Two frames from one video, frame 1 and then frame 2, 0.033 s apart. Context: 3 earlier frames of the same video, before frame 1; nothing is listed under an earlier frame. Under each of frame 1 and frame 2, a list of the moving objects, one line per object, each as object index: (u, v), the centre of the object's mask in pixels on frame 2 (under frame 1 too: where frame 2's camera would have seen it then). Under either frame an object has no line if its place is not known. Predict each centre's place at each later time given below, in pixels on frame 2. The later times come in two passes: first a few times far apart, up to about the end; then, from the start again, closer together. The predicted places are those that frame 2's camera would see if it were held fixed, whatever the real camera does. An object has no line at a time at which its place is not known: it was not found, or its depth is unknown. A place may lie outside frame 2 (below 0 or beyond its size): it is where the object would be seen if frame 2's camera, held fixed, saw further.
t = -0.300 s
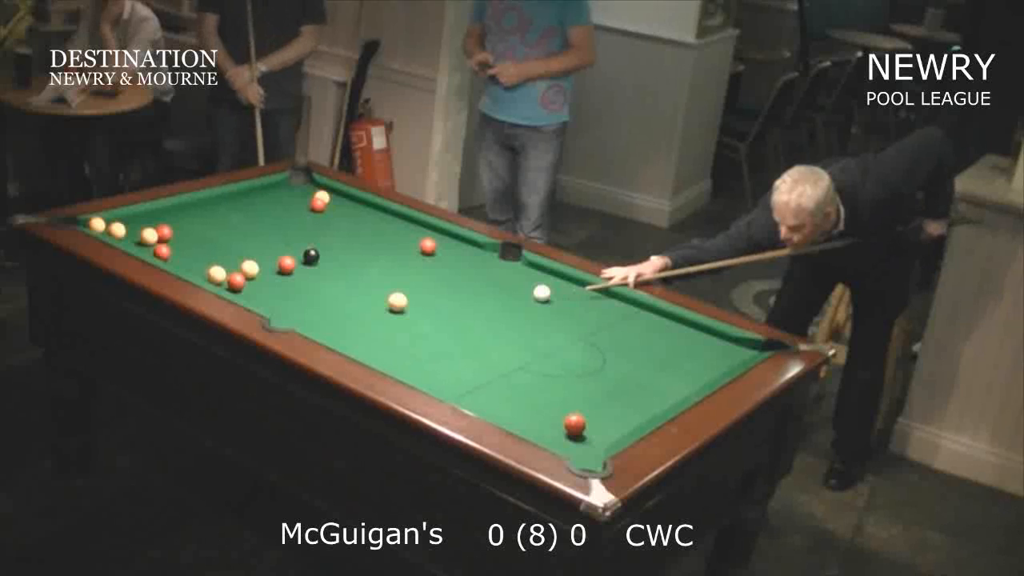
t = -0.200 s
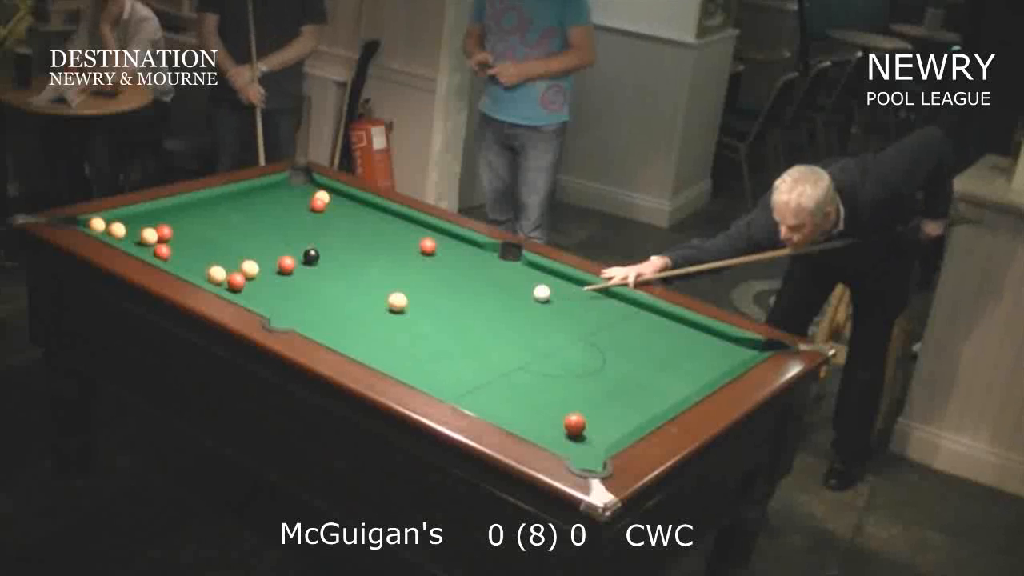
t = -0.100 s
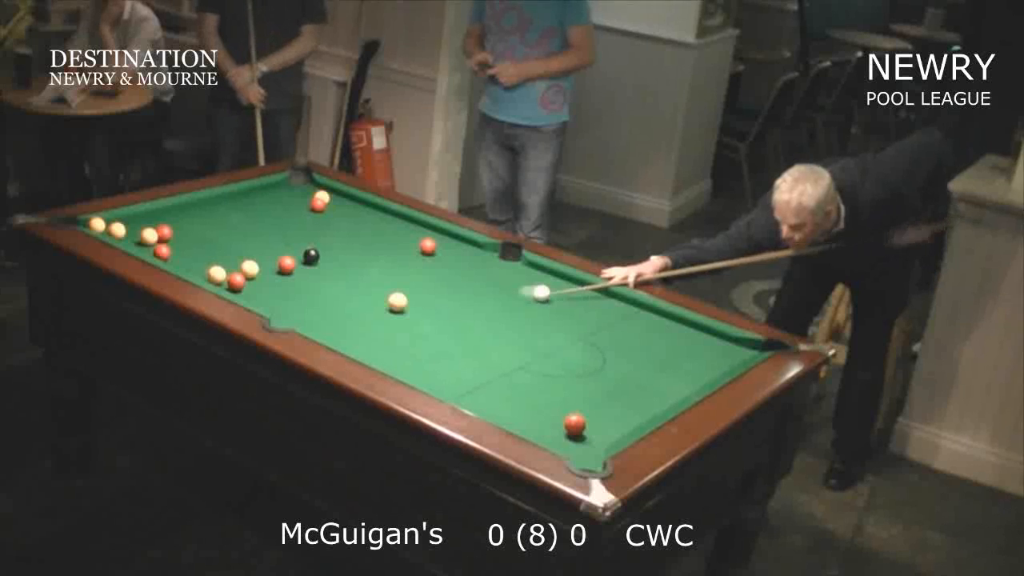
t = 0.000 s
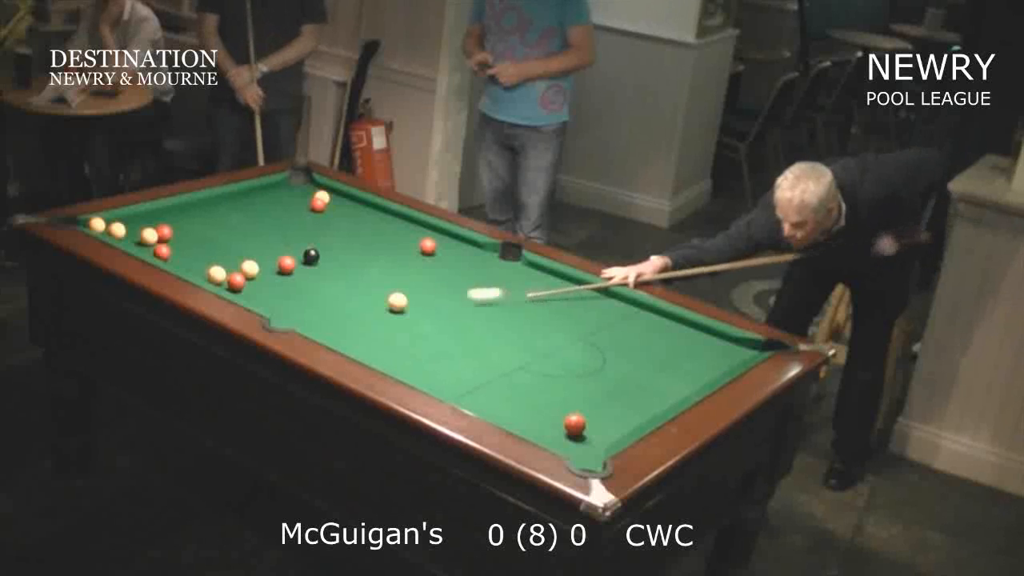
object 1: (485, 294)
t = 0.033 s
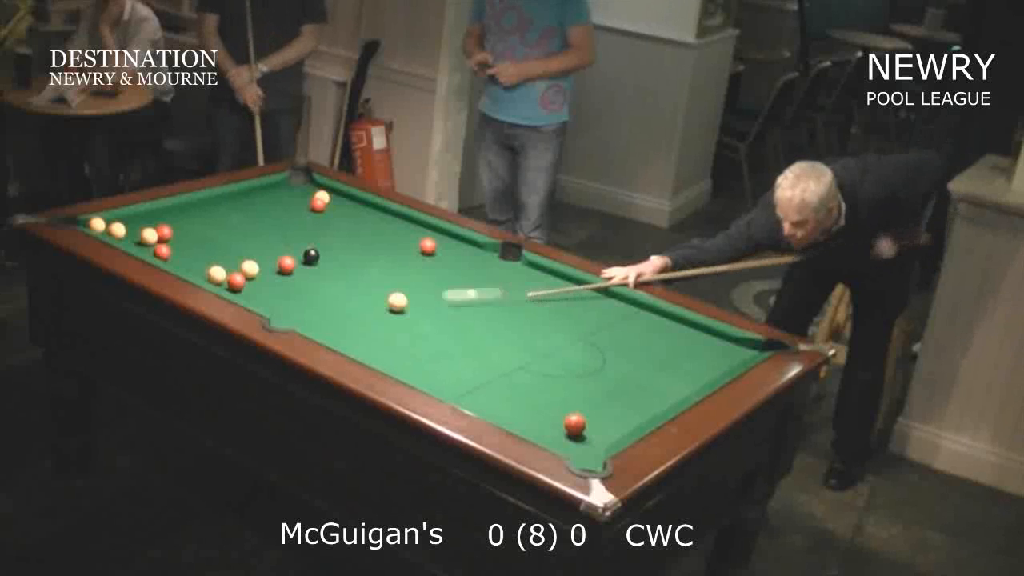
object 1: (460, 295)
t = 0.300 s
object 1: (397, 288)
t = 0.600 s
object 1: (378, 273)
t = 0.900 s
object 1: (361, 259)
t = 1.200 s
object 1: (346, 247)
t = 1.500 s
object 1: (334, 237)
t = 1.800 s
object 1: (324, 227)
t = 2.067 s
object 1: (316, 221)
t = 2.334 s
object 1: (308, 214)
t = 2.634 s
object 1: (301, 208)
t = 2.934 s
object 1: (296, 203)
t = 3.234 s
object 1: (291, 200)
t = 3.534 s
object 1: (288, 197)
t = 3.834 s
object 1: (285, 195)
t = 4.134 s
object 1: (283, 194)
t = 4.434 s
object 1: (282, 194)
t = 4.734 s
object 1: (282, 194)
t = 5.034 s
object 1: (282, 194)
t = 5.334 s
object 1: (282, 194)
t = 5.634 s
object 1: (282, 193)
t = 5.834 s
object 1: (282, 193)
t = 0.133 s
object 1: (424, 296)
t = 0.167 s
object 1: (407, 296)
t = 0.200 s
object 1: (405, 294)
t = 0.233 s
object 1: (402, 292)
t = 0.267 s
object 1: (401, 291)
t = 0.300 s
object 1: (397, 288)
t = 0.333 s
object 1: (396, 287)
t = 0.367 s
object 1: (393, 285)
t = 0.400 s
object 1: (391, 283)
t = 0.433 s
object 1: (389, 281)
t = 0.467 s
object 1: (387, 280)
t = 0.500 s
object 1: (384, 278)
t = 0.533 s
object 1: (383, 277)
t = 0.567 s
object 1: (380, 275)
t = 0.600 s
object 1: (378, 273)
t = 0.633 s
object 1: (376, 271)
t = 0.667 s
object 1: (375, 270)
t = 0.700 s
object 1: (372, 268)
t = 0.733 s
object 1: (371, 267)
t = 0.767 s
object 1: (369, 265)
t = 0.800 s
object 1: (367, 263)
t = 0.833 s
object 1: (365, 262)
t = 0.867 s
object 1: (364, 261)
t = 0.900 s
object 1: (361, 259)
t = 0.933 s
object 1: (360, 258)
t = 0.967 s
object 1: (358, 257)
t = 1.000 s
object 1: (356, 255)
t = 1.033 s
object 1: (354, 254)
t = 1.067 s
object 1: (353, 253)
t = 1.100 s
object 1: (351, 251)
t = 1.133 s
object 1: (350, 250)
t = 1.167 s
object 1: (348, 249)
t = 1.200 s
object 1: (346, 247)
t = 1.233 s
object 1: (345, 246)
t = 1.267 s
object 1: (344, 245)
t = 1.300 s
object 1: (342, 244)
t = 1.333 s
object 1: (341, 243)
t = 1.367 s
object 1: (339, 241)
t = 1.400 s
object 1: (338, 240)
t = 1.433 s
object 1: (337, 239)
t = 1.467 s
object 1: (336, 238)
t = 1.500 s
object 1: (334, 237)
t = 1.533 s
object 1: (333, 236)
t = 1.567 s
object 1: (332, 235)
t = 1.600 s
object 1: (330, 233)
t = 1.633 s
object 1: (329, 233)
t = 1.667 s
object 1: (328, 232)
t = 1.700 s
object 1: (327, 230)
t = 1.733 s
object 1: (326, 230)
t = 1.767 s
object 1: (325, 228)
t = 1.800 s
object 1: (324, 227)
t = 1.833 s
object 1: (323, 227)
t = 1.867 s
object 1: (322, 226)
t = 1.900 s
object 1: (320, 225)
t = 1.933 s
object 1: (320, 224)
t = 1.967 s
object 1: (319, 223)
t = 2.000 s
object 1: (317, 222)
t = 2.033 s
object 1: (316, 221)
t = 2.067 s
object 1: (316, 221)
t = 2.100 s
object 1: (314, 219)
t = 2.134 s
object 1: (312, 218)
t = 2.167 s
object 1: (311, 217)
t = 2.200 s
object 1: (311, 216)
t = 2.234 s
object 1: (310, 216)
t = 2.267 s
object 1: (309, 215)
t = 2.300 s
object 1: (309, 214)
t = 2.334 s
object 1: (308, 214)
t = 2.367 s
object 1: (307, 213)
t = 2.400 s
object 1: (306, 212)
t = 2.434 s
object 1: (305, 211)
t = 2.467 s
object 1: (304, 211)
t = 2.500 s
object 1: (304, 210)
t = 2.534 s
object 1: (303, 209)
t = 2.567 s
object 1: (302, 209)
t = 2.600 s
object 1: (302, 208)
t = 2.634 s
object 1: (301, 208)
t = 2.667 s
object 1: (301, 207)
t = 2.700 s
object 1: (300, 207)
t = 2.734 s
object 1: (300, 206)
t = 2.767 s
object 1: (299, 205)
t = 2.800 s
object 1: (298, 205)
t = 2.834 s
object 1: (298, 205)
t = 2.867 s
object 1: (297, 204)
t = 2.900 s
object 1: (297, 204)
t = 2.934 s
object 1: (296, 203)
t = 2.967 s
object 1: (295, 203)
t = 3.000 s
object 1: (295, 202)
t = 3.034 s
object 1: (294, 202)
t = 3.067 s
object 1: (294, 201)
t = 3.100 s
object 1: (293, 201)
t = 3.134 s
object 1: (293, 201)
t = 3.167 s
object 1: (292, 200)
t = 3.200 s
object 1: (292, 200)
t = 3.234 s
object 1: (291, 200)
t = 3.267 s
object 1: (291, 199)
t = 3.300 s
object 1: (290, 199)
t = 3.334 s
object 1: (290, 199)
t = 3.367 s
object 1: (289, 198)
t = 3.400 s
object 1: (289, 198)
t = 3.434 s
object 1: (289, 198)
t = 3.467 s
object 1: (288, 197)
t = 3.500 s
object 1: (288, 197)
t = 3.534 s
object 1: (288, 197)
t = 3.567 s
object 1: (287, 196)
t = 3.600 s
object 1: (287, 196)
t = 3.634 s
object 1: (287, 196)
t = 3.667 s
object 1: (286, 196)
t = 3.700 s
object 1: (286, 196)
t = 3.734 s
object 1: (286, 195)
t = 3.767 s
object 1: (286, 195)
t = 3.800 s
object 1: (285, 195)
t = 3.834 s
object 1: (285, 195)
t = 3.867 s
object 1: (285, 195)
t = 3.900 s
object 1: (284, 195)
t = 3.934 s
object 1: (284, 195)
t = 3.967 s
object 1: (284, 194)
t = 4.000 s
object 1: (284, 194)
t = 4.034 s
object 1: (284, 194)
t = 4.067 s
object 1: (283, 194)
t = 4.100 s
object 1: (283, 194)
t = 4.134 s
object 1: (283, 194)
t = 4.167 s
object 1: (283, 194)
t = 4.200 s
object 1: (283, 194)
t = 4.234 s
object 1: (282, 194)
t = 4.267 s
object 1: (282, 194)
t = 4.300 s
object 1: (282, 193)
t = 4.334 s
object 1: (282, 193)
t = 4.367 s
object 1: (282, 193)
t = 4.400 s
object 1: (282, 193)
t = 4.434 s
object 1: (282, 194)
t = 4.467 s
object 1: (282, 194)
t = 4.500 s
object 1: (282, 194)
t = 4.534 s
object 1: (282, 194)
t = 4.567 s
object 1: (282, 193)
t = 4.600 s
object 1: (282, 193)
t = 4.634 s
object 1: (282, 194)
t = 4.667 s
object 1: (282, 193)
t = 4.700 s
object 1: (282, 194)
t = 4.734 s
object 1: (282, 194)
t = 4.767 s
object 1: (282, 194)
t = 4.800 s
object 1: (282, 194)
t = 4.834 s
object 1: (282, 194)
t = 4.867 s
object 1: (282, 193)
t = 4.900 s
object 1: (282, 194)
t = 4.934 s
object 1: (282, 194)
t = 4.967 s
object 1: (282, 193)
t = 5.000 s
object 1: (282, 194)
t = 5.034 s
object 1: (282, 194)
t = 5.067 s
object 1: (282, 194)
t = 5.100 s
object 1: (282, 194)
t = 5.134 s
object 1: (282, 194)
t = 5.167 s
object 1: (282, 194)
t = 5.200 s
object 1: (282, 194)
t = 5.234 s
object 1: (282, 194)
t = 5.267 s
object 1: (282, 194)
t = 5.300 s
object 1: (282, 194)
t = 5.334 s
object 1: (282, 194)
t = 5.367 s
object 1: (282, 194)
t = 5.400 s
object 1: (282, 194)
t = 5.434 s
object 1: (282, 194)
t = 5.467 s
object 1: (282, 194)
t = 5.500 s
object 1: (282, 193)
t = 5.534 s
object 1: (282, 193)
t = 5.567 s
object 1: (282, 193)
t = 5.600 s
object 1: (282, 193)
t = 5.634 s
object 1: (282, 193)
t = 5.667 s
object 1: (282, 193)
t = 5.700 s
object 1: (282, 193)
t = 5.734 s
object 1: (282, 193)
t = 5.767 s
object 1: (282, 193)
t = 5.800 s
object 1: (282, 193)
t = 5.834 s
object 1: (282, 193)
